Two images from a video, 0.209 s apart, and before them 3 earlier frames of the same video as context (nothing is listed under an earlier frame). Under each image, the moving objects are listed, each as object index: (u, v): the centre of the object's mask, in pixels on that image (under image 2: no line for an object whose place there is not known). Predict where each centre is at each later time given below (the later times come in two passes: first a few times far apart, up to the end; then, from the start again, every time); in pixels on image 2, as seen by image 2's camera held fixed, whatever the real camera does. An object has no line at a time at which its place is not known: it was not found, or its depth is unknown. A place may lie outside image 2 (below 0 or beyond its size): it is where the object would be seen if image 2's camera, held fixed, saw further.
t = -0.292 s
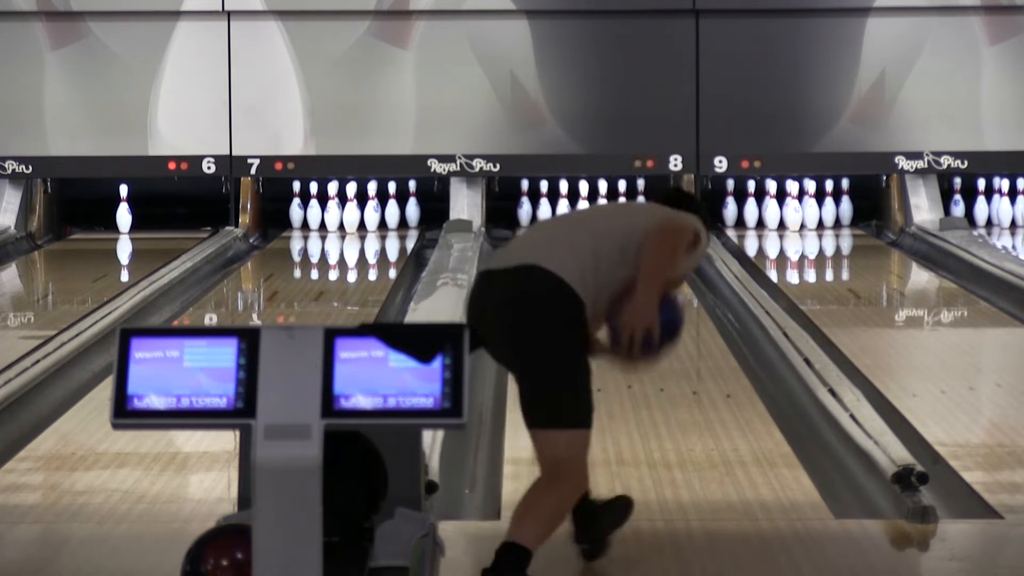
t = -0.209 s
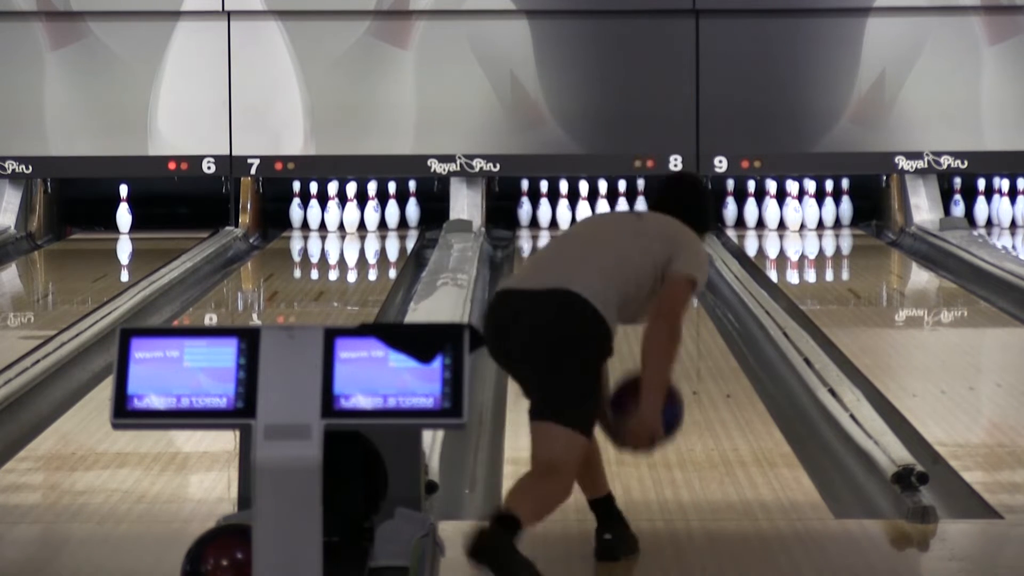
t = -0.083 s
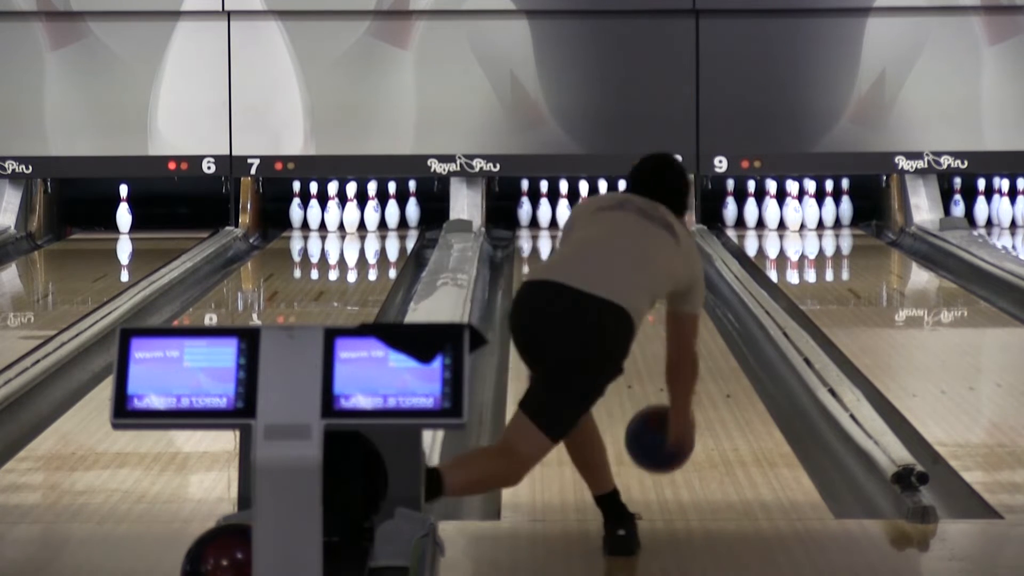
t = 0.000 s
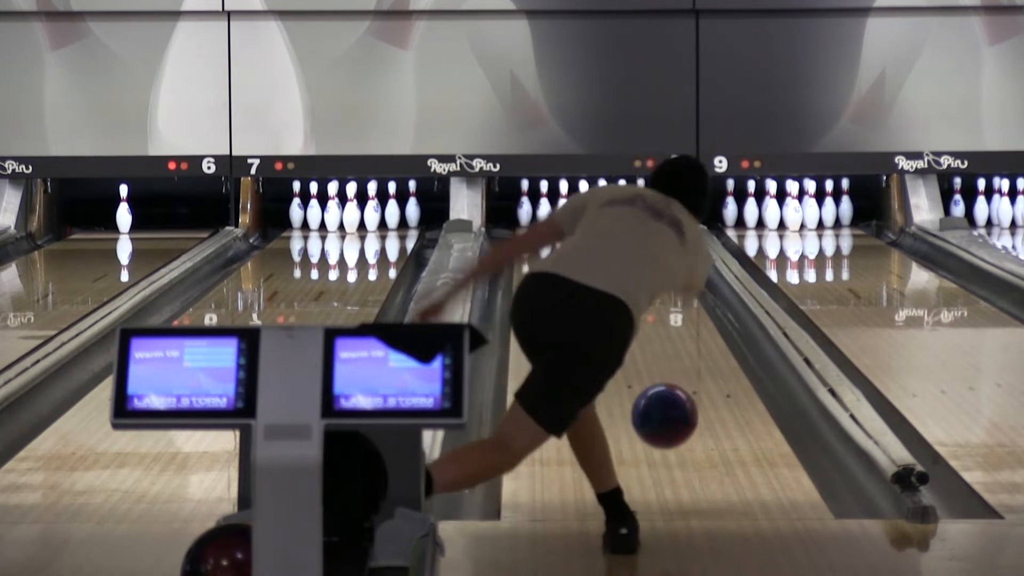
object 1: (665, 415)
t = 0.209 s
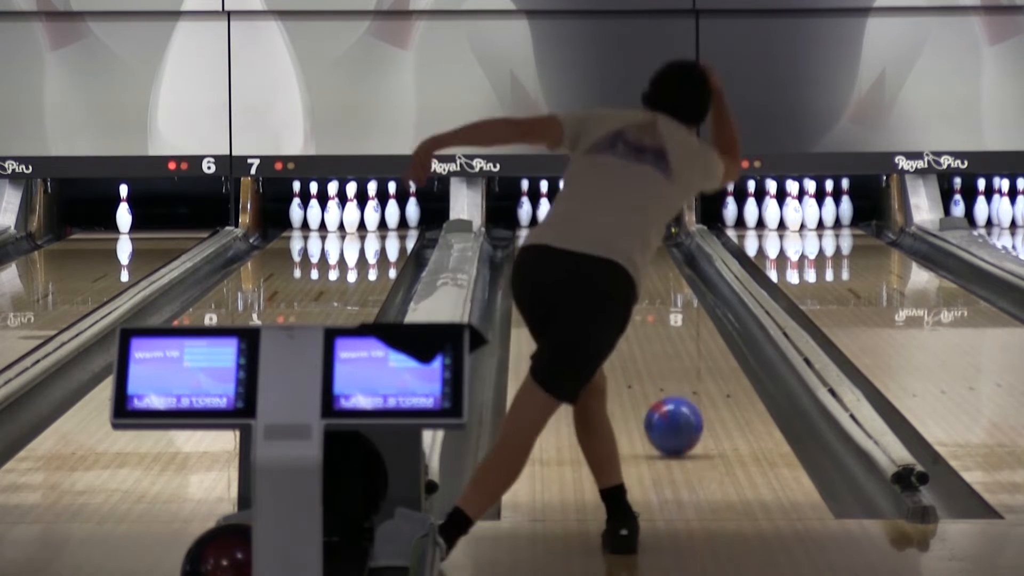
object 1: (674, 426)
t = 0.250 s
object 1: (676, 415)
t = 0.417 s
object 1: (681, 386)
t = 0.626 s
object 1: (685, 355)
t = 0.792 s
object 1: (688, 334)
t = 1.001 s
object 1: (689, 309)
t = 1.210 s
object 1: (688, 290)
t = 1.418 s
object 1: (682, 273)
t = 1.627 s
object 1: (680, 259)
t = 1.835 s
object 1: (661, 245)
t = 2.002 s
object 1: (651, 239)
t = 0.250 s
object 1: (676, 415)
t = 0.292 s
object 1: (676, 411)
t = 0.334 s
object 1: (678, 401)
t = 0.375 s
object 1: (680, 396)
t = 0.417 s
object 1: (681, 386)
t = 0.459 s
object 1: (681, 381)
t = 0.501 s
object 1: (683, 373)
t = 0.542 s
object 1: (684, 367)
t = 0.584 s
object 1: (684, 360)
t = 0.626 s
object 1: (685, 355)
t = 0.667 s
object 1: (686, 348)
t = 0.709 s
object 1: (687, 344)
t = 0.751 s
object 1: (687, 338)
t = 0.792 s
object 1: (688, 334)
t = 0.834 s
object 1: (688, 327)
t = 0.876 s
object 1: (688, 323)
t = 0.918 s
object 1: (689, 317)
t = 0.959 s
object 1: (689, 314)
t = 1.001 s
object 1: (689, 309)
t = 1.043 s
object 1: (689, 305)
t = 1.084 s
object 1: (689, 300)
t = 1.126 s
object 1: (689, 297)
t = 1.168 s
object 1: (688, 292)
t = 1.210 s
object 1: (688, 290)
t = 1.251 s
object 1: (686, 286)
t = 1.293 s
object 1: (686, 283)
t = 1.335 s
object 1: (684, 279)
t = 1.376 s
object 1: (683, 276)
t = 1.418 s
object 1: (682, 273)
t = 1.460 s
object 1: (681, 270)
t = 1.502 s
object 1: (679, 266)
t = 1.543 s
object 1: (677, 269)
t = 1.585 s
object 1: (685, 261)
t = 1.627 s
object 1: (680, 259)
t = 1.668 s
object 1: (673, 256)
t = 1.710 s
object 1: (670, 254)
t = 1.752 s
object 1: (666, 249)
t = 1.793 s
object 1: (664, 249)
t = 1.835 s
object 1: (661, 245)
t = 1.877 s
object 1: (658, 244)
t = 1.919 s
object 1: (653, 241)
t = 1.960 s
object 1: (652, 240)
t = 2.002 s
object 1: (651, 239)
